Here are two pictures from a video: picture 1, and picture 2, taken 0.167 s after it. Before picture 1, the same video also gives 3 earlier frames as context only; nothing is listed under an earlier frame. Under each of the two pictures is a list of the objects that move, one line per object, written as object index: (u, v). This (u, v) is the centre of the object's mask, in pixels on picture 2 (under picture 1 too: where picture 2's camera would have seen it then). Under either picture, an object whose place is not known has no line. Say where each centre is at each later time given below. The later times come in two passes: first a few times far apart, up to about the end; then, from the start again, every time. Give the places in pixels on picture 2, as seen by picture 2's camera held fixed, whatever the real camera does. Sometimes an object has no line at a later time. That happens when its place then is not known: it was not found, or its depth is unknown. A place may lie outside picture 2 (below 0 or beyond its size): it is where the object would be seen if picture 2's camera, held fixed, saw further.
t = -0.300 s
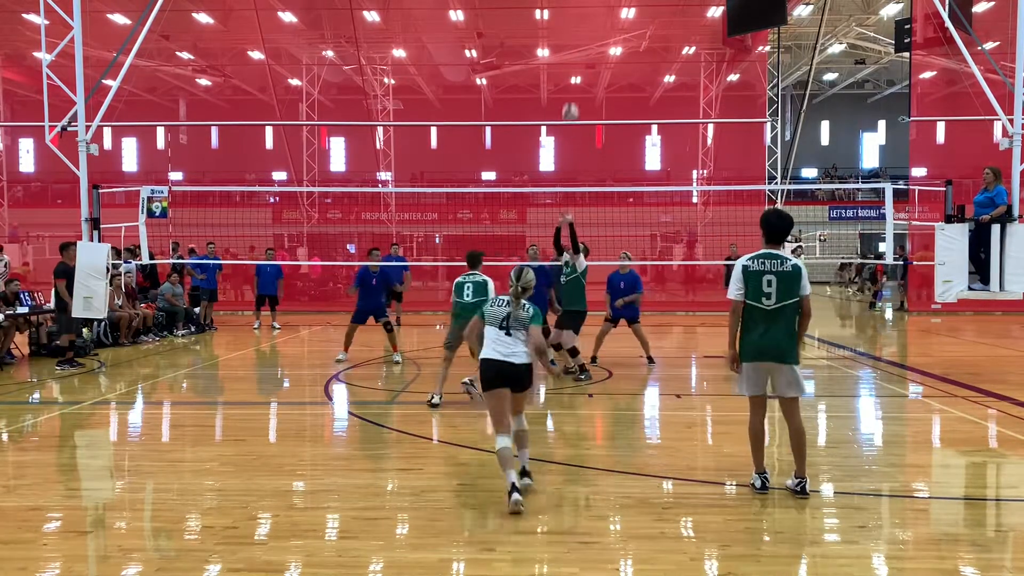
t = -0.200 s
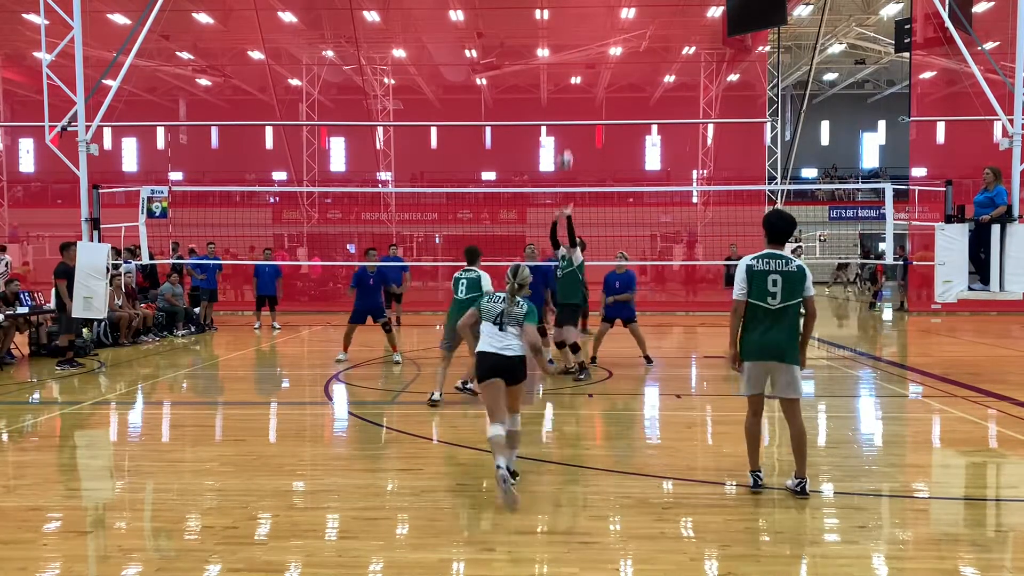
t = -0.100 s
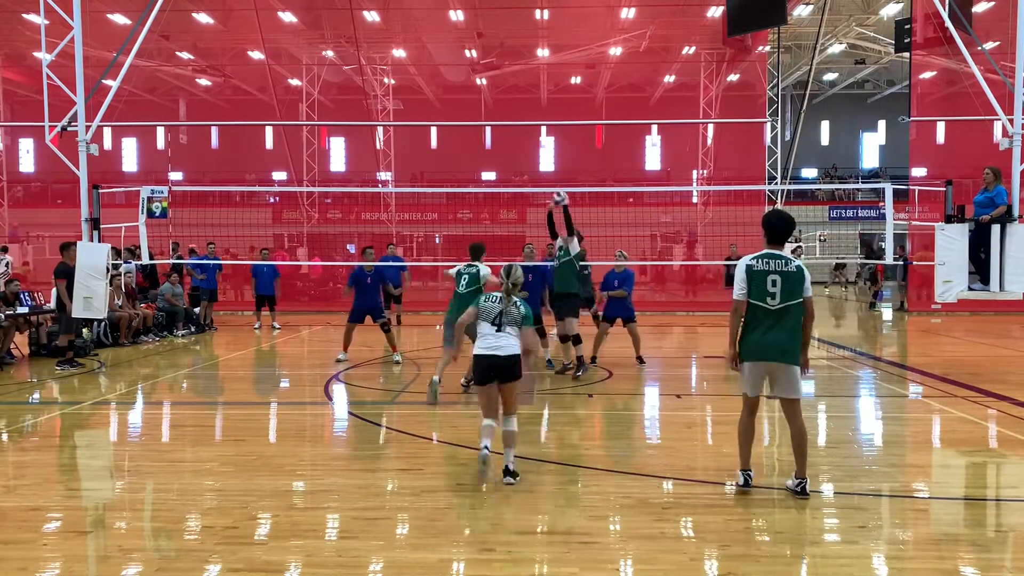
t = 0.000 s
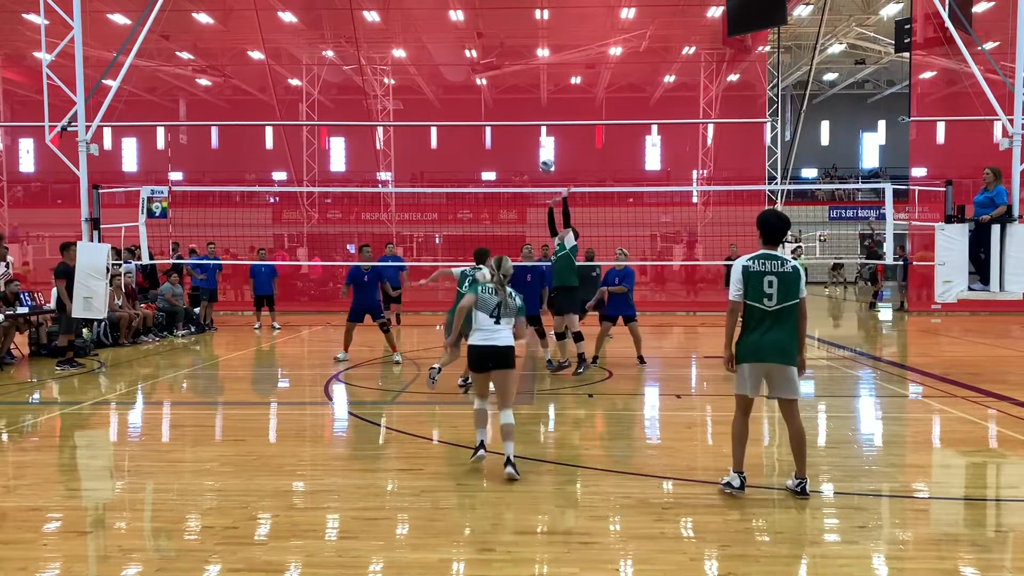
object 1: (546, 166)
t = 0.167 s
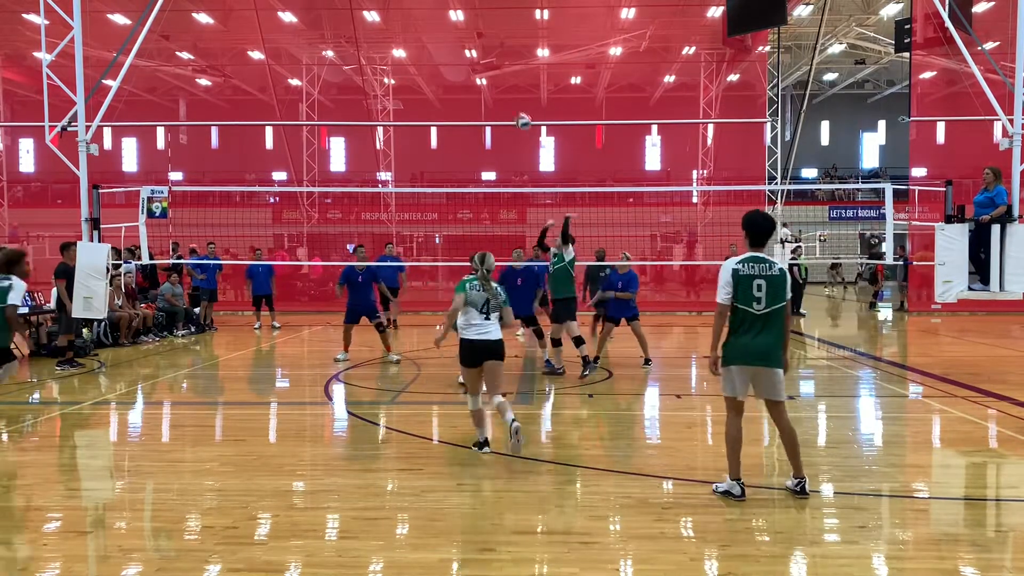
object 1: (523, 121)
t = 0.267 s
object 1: (510, 107)
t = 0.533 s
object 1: (472, 103)
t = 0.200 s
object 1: (519, 115)
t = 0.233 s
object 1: (514, 111)
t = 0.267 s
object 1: (510, 107)
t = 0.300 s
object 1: (505, 103)
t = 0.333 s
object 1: (500, 101)
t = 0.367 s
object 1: (495, 99)
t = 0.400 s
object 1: (491, 98)
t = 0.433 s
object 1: (486, 98)
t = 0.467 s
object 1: (482, 99)
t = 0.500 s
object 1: (477, 101)
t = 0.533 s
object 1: (472, 103)
